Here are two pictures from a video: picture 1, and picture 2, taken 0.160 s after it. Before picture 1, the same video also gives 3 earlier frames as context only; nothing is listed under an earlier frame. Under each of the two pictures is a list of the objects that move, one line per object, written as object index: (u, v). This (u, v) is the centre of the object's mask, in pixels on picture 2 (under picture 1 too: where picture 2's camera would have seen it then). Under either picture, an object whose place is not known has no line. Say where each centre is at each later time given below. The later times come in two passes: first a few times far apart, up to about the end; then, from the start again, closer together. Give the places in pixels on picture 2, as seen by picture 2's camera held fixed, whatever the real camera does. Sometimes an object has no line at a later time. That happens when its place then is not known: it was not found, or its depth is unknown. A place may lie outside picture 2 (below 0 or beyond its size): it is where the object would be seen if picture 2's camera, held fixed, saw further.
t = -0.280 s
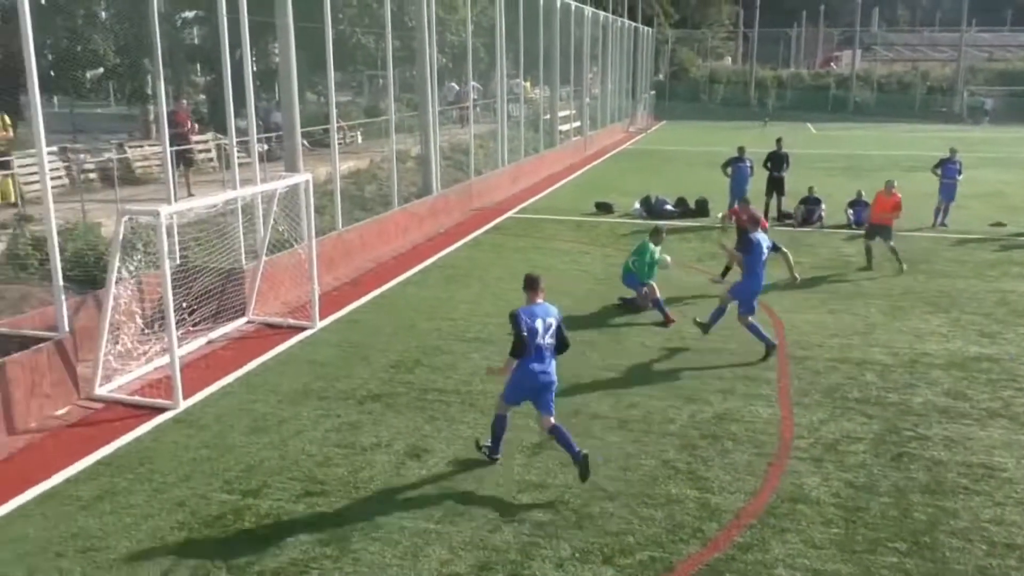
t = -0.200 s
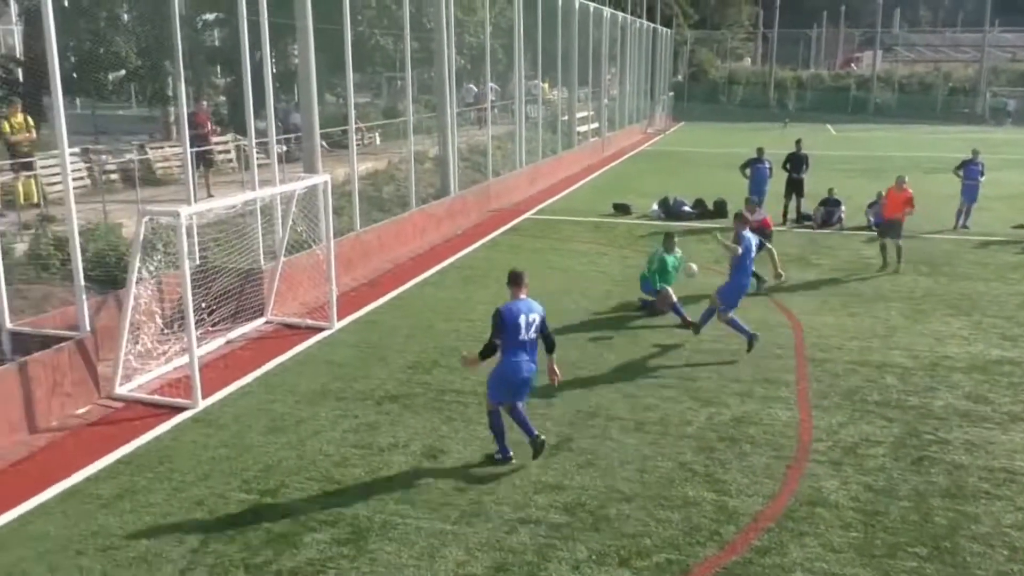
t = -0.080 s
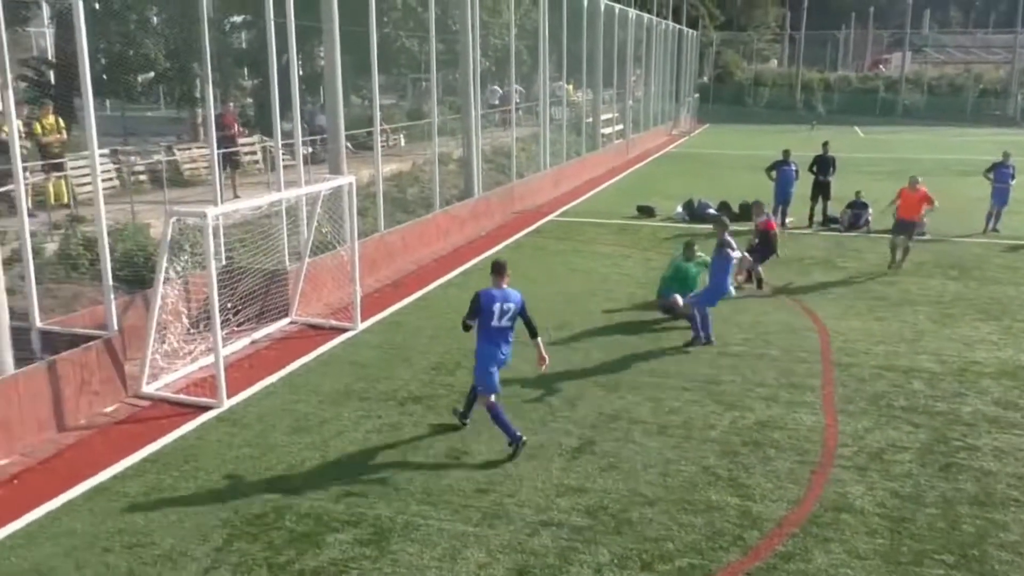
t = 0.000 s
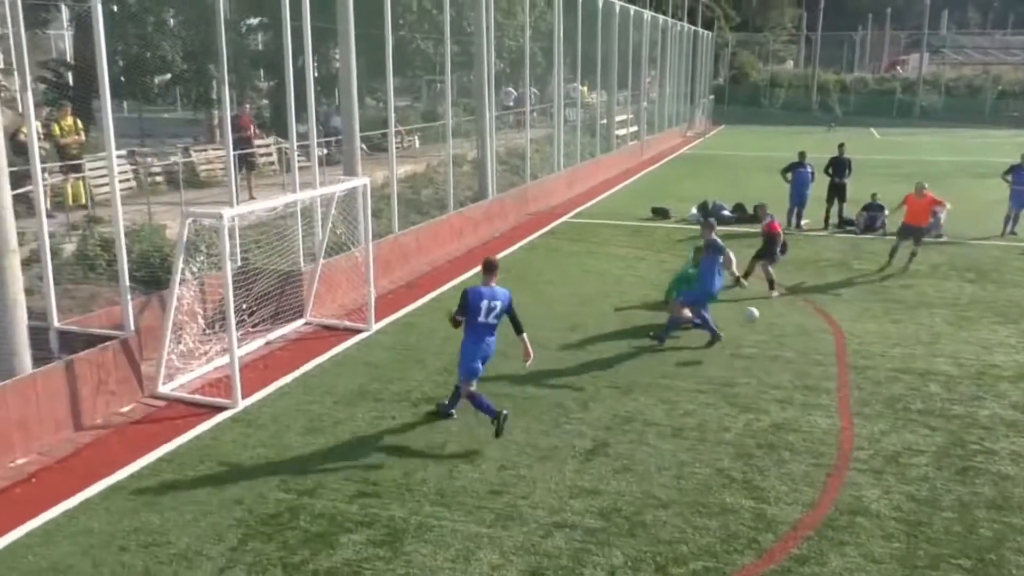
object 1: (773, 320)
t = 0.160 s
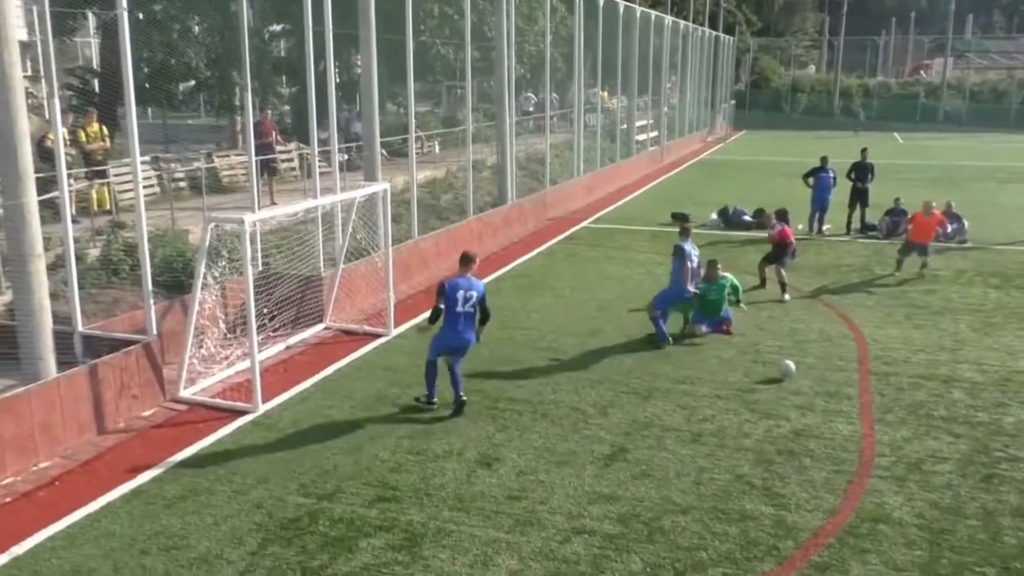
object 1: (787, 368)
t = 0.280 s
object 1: (793, 362)
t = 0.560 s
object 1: (804, 395)
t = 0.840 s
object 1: (817, 414)
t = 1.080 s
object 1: (826, 434)
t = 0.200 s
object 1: (790, 365)
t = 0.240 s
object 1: (791, 363)
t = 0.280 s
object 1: (793, 362)
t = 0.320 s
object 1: (793, 362)
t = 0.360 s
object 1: (796, 364)
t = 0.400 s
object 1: (799, 367)
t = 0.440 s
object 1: (800, 371)
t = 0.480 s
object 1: (801, 378)
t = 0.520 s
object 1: (803, 385)
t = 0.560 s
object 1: (804, 395)
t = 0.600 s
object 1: (806, 396)
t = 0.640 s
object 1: (807, 396)
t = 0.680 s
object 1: (808, 397)
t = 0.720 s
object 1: (811, 401)
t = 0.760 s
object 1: (811, 407)
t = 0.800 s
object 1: (814, 412)
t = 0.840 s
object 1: (817, 414)
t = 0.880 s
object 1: (819, 416)
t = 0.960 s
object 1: (823, 424)
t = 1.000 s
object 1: (824, 425)
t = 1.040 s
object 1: (826, 429)
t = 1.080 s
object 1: (826, 434)
